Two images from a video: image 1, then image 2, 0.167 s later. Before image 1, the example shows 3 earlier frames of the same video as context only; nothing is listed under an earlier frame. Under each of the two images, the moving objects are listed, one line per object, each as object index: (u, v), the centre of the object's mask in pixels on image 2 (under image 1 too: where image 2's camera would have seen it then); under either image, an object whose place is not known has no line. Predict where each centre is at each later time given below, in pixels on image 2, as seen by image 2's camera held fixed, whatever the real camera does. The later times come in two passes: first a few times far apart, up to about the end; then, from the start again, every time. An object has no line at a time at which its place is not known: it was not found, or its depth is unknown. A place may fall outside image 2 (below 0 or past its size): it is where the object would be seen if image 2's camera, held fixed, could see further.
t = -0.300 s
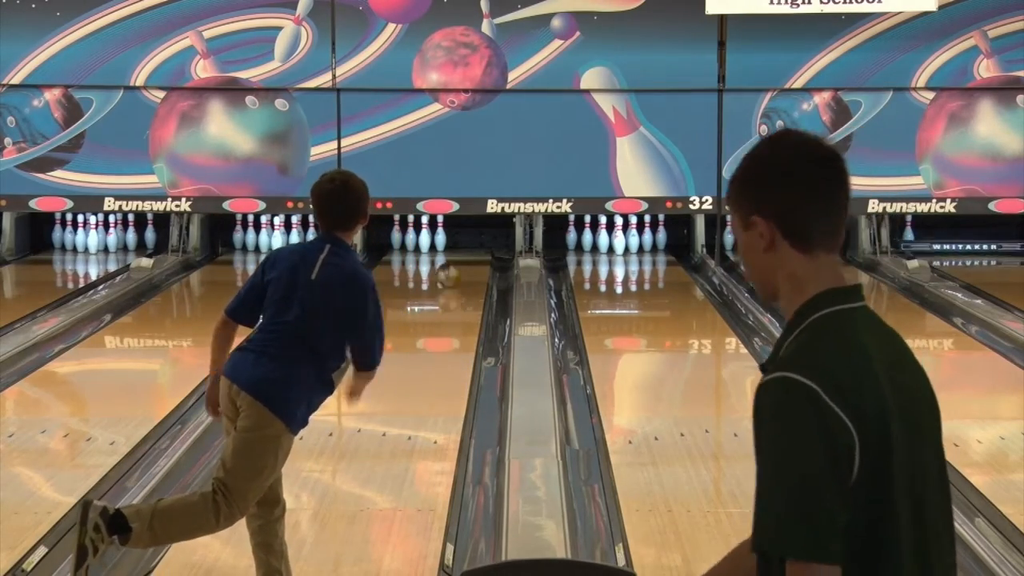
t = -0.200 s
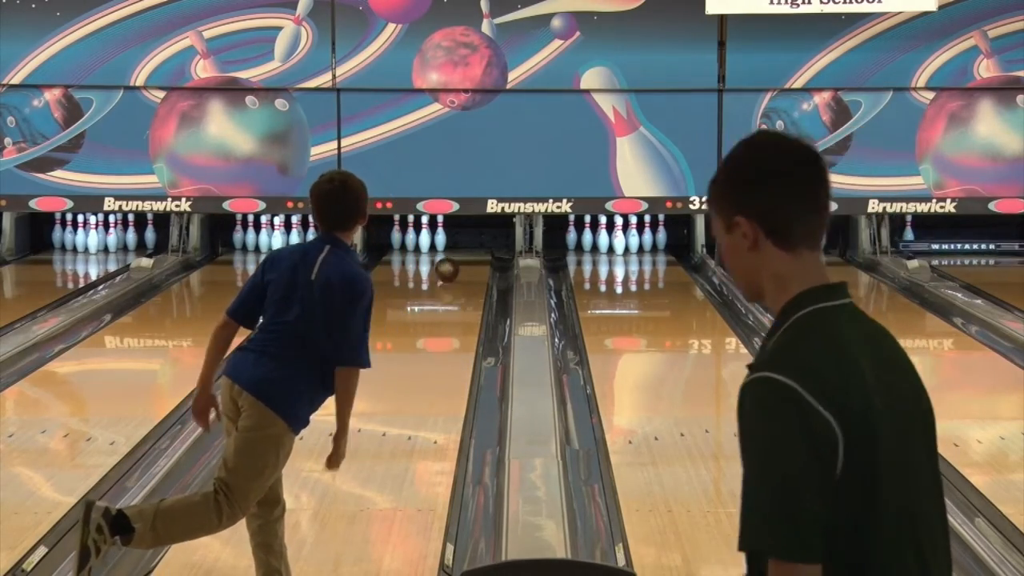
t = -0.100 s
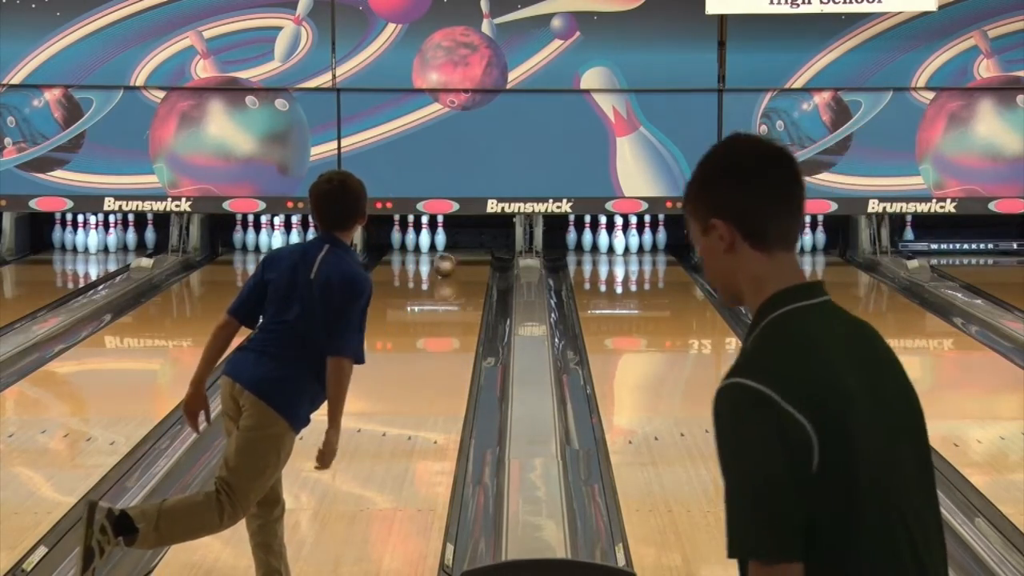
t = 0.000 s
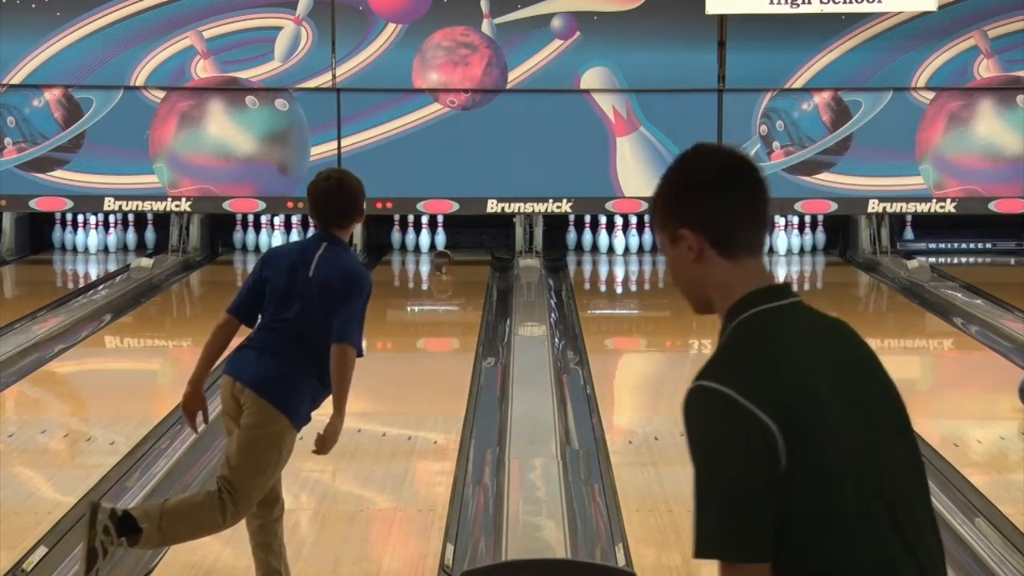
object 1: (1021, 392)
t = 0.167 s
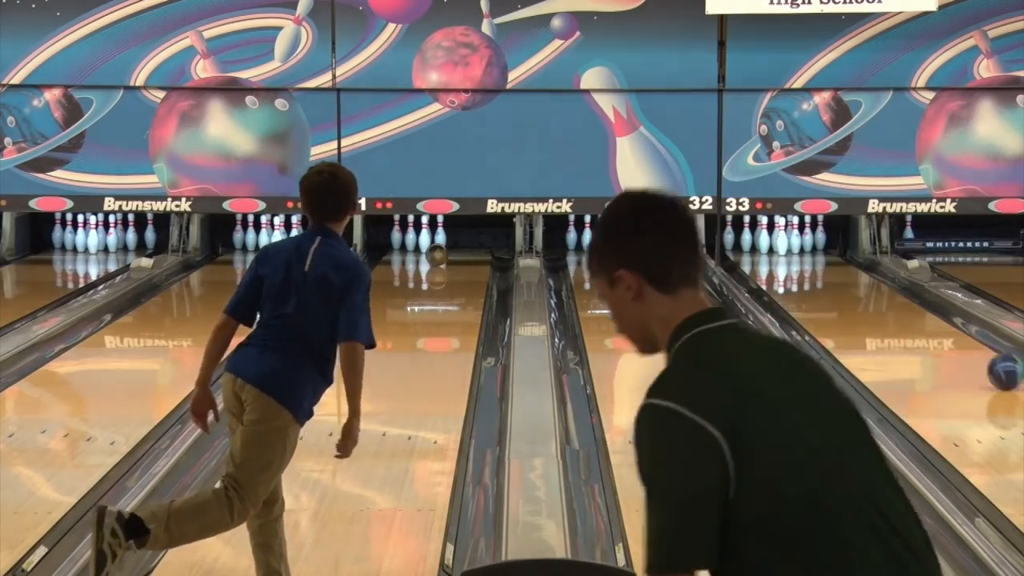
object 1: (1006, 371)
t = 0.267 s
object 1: (988, 361)
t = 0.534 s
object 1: (947, 334)
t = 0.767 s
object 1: (917, 316)
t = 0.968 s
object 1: (894, 302)
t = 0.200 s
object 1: (1000, 368)
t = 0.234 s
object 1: (994, 364)
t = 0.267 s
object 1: (988, 361)
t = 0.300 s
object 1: (982, 357)
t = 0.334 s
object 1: (977, 354)
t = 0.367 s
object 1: (972, 350)
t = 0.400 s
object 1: (966, 348)
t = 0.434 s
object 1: (961, 344)
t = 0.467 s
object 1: (957, 341)
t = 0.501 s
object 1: (952, 337)
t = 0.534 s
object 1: (947, 334)
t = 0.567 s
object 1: (942, 332)
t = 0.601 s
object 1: (937, 330)
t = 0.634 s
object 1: (933, 327)
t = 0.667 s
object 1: (930, 323)
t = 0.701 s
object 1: (925, 321)
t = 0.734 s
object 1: (921, 319)
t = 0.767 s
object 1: (917, 316)
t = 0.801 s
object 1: (913, 313)
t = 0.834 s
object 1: (910, 311)
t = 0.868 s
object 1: (906, 309)
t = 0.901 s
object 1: (902, 306)
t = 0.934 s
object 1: (898, 304)
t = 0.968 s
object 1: (894, 302)
